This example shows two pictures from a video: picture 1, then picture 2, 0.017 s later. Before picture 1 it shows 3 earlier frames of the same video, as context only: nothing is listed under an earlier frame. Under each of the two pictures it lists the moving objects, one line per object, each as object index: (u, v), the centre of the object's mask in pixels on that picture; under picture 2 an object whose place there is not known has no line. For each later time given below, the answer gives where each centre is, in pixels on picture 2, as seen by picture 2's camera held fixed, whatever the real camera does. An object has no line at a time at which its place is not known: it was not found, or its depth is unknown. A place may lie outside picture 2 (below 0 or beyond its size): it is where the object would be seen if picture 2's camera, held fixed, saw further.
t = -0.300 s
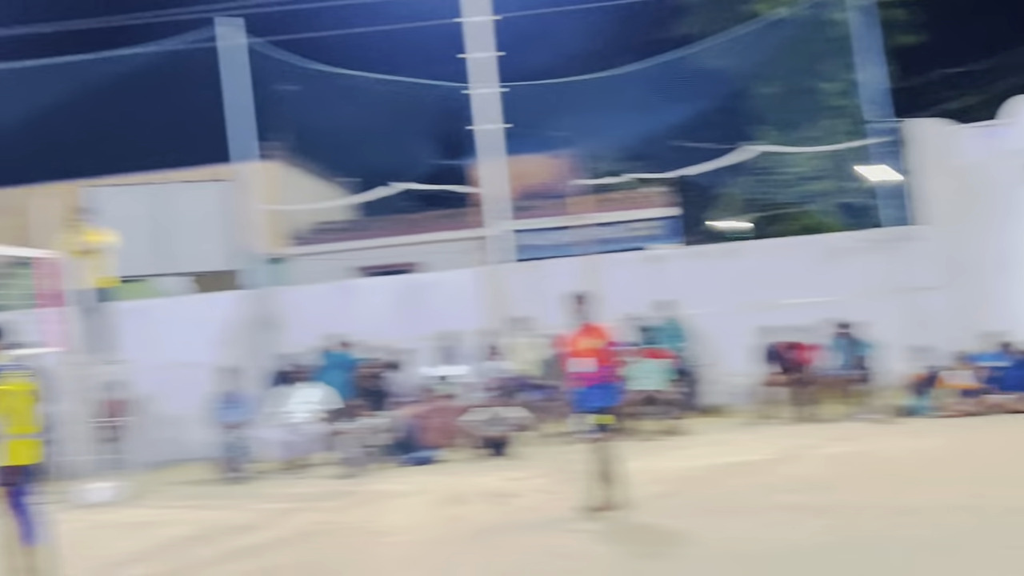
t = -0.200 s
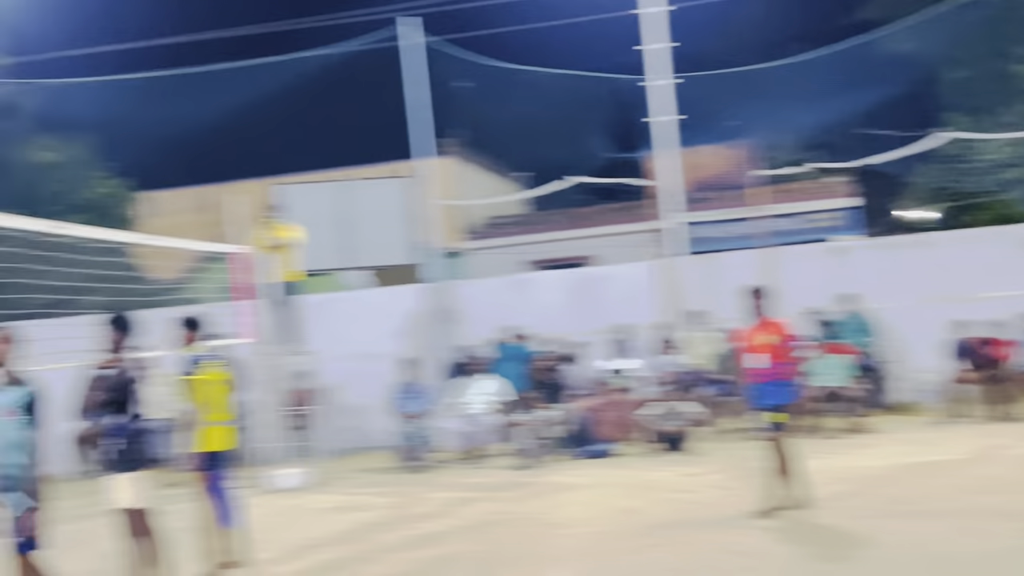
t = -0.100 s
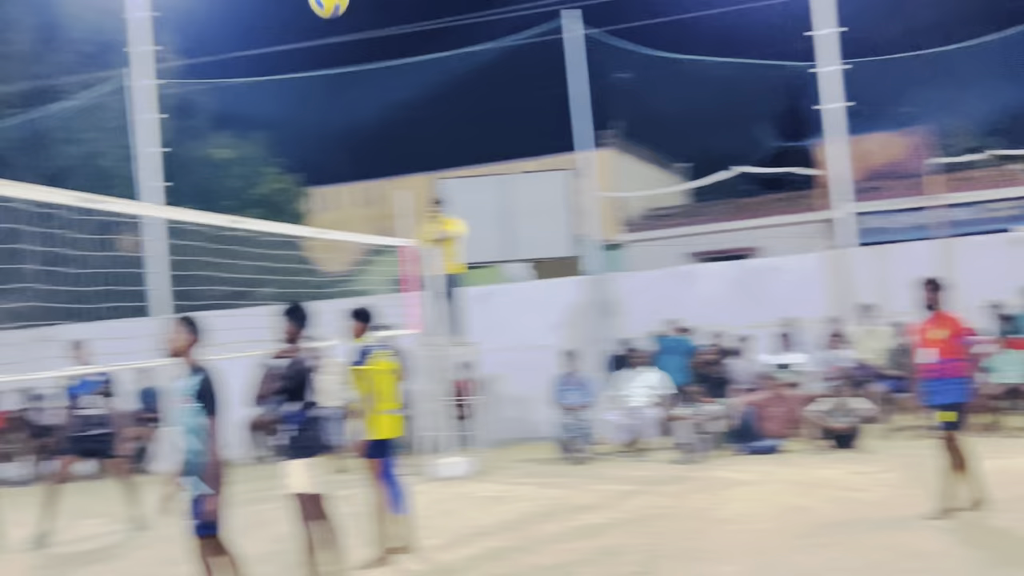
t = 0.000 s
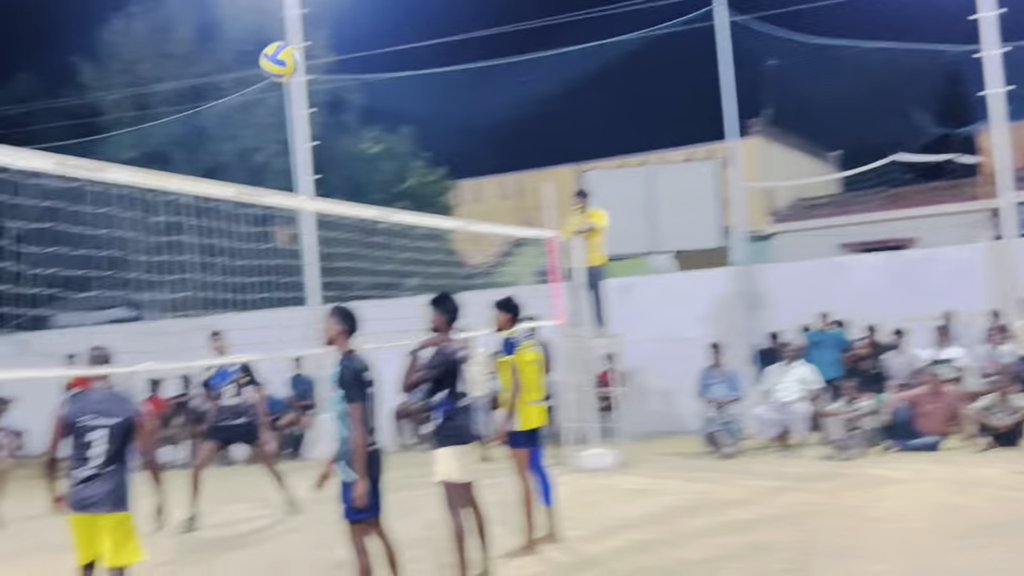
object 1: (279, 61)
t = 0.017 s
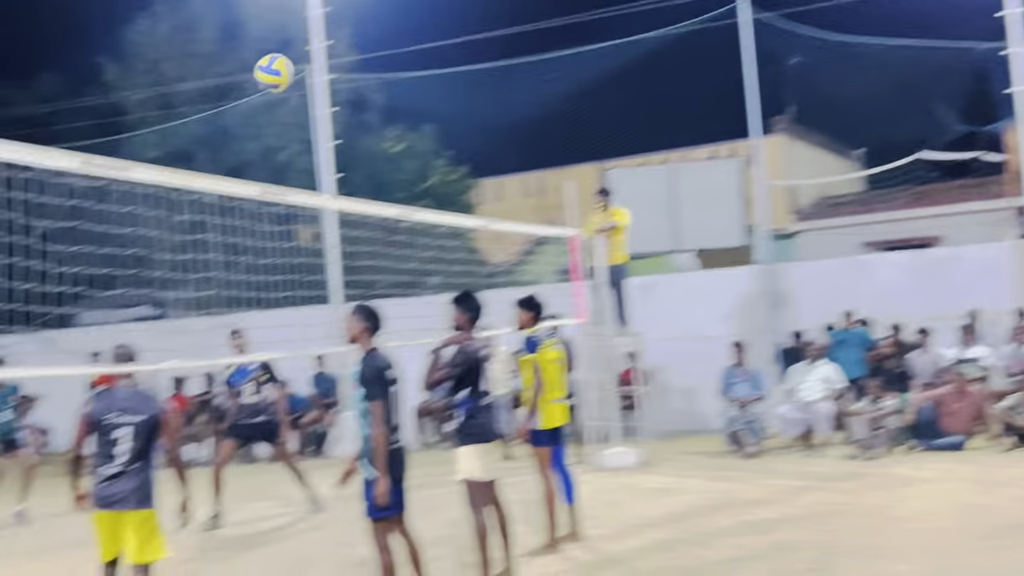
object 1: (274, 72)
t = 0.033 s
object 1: (246, 86)
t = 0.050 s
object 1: (218, 98)
